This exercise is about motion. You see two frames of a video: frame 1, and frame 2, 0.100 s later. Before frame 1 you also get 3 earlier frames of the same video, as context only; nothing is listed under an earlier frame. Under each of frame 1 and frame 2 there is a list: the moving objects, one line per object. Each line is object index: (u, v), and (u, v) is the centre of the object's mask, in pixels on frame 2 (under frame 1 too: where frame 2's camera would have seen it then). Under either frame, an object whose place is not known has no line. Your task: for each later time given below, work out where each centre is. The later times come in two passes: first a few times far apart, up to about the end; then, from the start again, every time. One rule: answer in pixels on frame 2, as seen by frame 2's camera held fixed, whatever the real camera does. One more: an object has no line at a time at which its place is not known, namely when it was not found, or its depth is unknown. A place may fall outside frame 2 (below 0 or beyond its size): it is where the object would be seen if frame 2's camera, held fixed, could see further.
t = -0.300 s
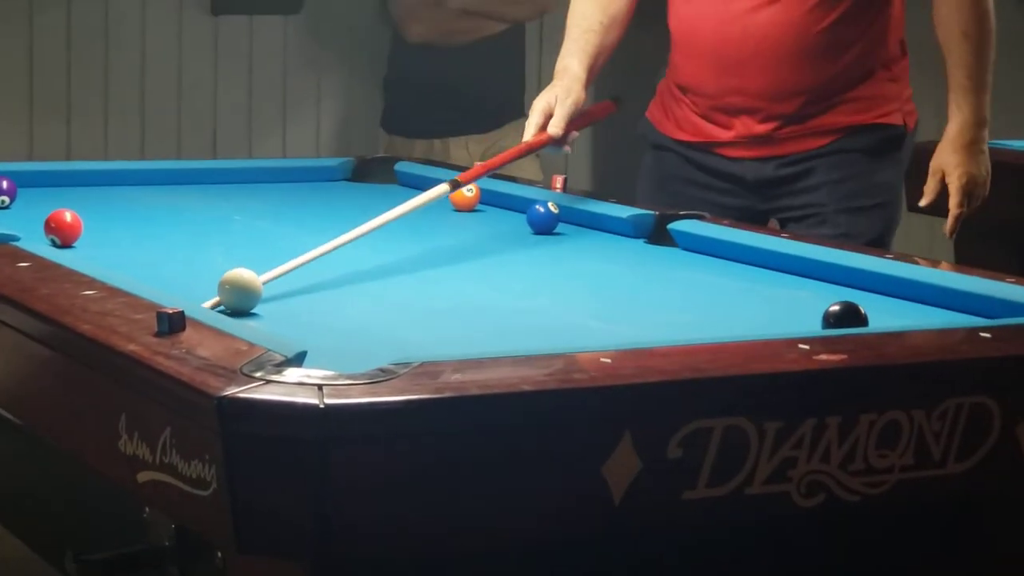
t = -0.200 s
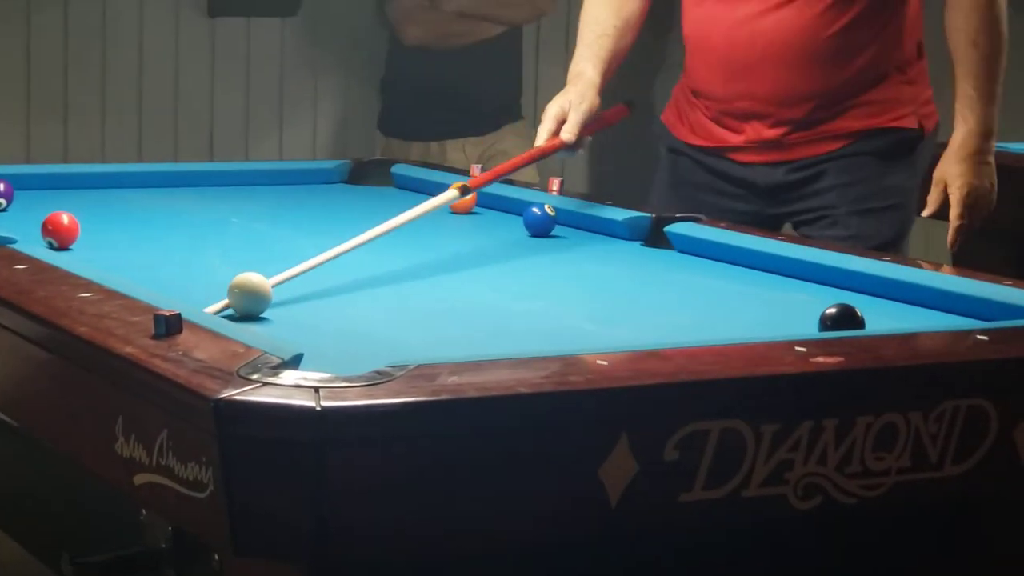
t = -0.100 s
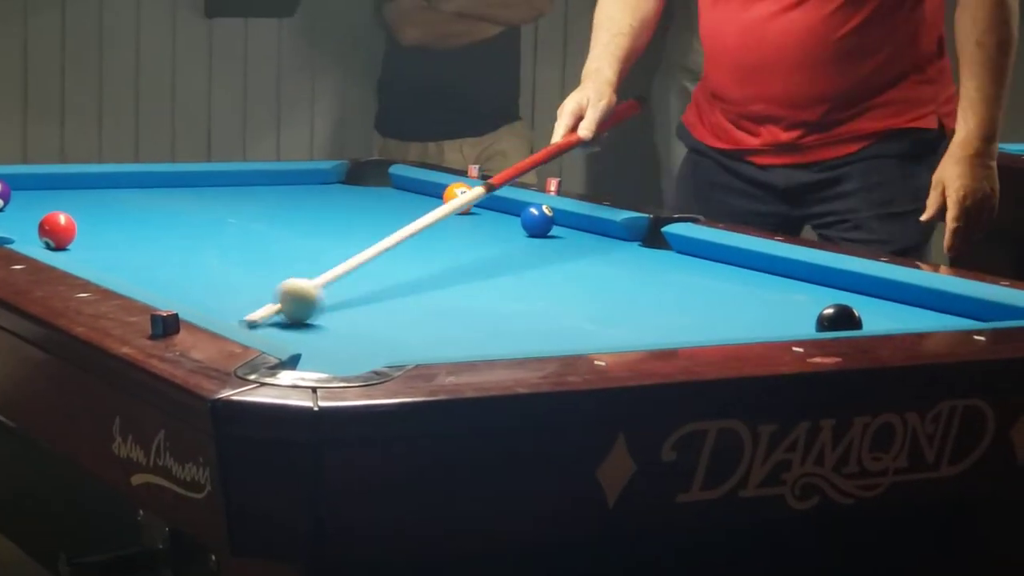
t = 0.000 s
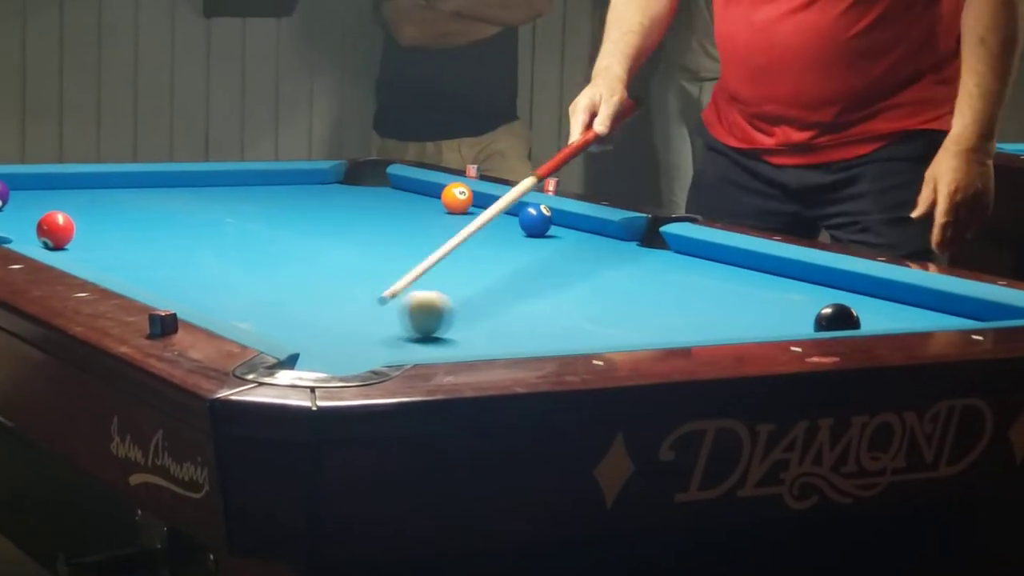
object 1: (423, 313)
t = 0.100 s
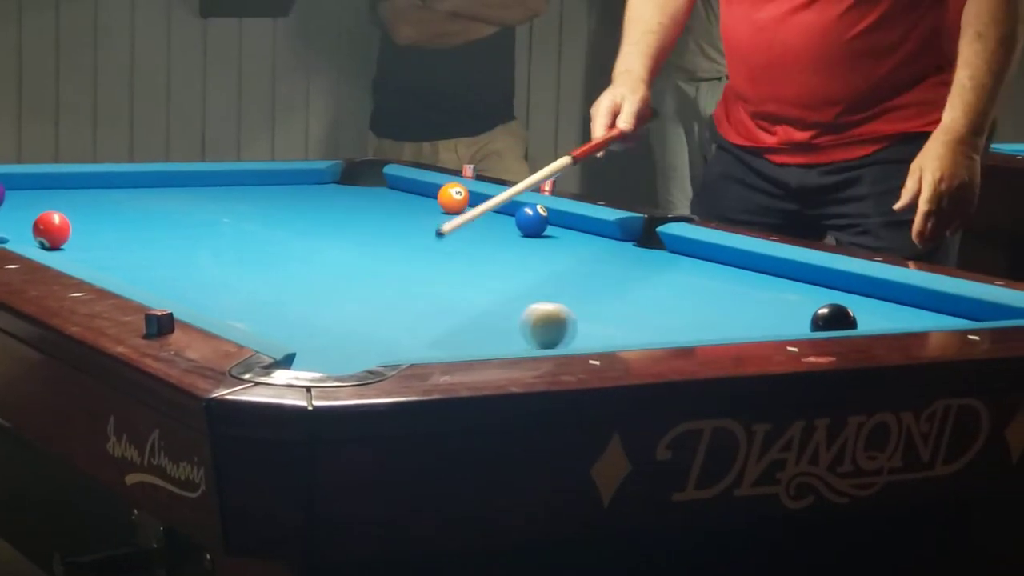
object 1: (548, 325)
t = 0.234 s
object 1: (702, 329)
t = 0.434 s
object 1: (730, 319)
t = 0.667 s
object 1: (737, 300)
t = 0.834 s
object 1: (742, 286)
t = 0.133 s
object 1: (586, 327)
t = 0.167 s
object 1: (625, 328)
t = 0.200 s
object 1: (664, 328)
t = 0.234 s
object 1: (702, 329)
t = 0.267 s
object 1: (725, 329)
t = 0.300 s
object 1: (725, 327)
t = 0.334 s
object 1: (726, 325)
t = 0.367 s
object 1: (728, 323)
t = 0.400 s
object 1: (729, 321)
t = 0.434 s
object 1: (730, 319)
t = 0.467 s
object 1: (731, 318)
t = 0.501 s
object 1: (732, 316)
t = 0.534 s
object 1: (733, 313)
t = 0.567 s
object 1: (735, 309)
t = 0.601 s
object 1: (735, 306)
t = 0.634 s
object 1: (737, 303)
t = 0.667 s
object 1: (737, 300)
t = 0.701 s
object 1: (738, 298)
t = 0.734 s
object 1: (739, 294)
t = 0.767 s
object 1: (740, 292)
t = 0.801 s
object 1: (741, 288)
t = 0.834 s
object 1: (742, 286)
